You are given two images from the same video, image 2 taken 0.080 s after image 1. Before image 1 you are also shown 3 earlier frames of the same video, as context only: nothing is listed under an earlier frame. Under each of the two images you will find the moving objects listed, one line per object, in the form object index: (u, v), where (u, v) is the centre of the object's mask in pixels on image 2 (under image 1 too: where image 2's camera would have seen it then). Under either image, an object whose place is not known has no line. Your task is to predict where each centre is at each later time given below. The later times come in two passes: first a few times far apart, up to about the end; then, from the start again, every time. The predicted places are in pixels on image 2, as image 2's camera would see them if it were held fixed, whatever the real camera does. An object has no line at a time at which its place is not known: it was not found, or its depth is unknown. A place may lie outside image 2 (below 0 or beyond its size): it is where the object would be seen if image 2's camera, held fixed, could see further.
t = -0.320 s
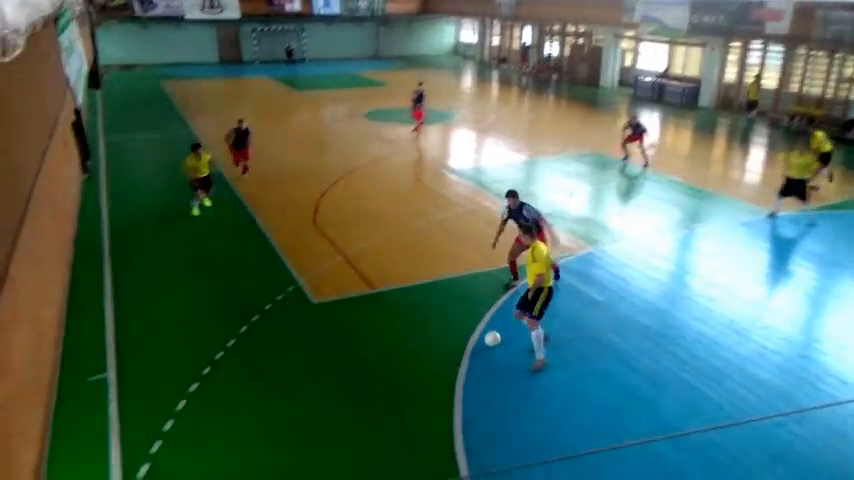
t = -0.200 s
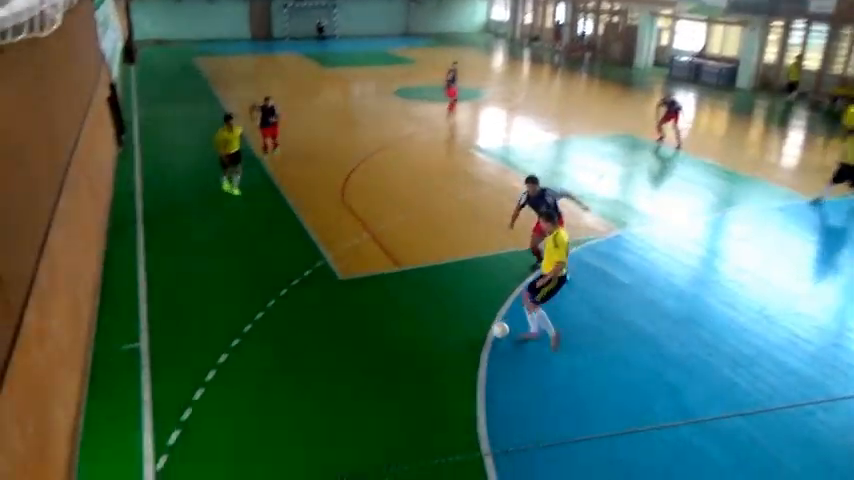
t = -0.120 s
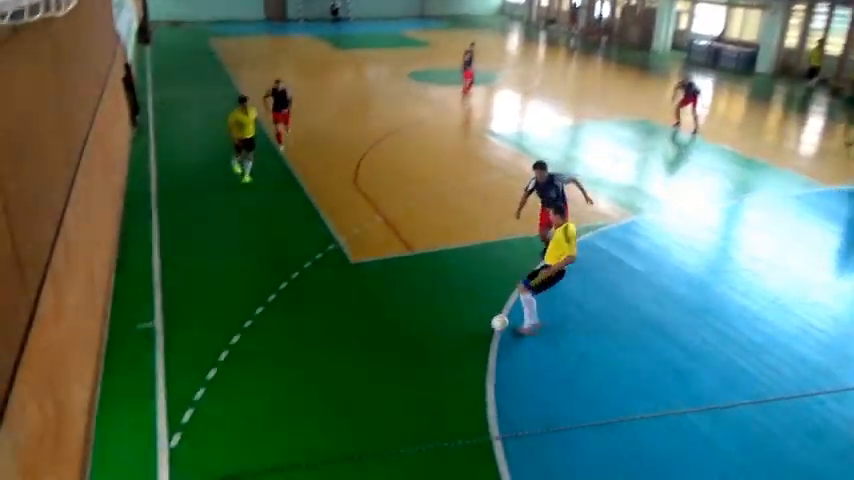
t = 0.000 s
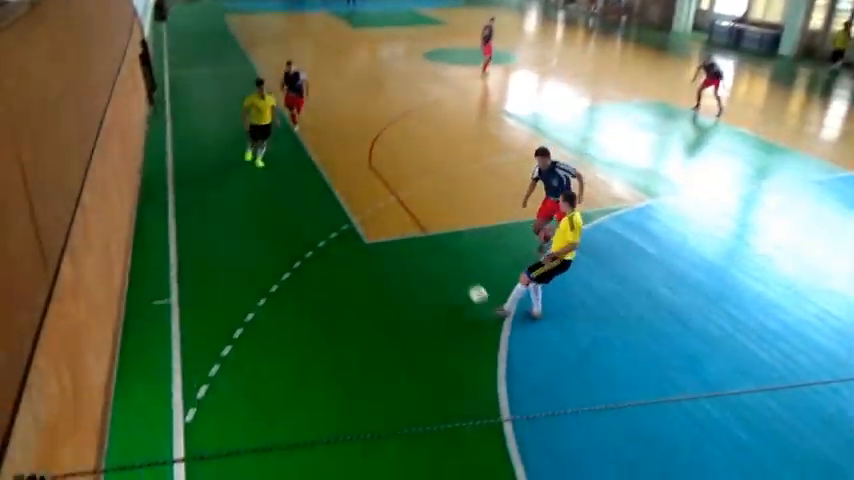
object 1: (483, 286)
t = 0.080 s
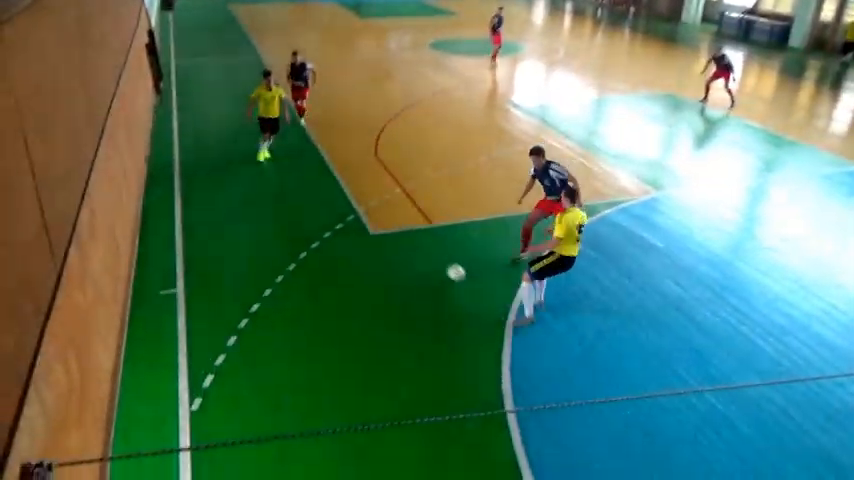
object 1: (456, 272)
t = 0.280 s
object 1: (401, 244)
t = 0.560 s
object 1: (343, 217)
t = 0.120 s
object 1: (443, 266)
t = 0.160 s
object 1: (432, 260)
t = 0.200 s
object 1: (421, 254)
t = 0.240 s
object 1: (411, 249)
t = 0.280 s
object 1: (401, 244)
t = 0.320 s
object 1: (392, 241)
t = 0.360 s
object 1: (384, 236)
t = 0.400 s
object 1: (375, 233)
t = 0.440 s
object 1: (367, 228)
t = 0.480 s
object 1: (359, 225)
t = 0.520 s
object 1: (351, 221)
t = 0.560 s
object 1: (343, 217)
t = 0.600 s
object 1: (336, 213)
